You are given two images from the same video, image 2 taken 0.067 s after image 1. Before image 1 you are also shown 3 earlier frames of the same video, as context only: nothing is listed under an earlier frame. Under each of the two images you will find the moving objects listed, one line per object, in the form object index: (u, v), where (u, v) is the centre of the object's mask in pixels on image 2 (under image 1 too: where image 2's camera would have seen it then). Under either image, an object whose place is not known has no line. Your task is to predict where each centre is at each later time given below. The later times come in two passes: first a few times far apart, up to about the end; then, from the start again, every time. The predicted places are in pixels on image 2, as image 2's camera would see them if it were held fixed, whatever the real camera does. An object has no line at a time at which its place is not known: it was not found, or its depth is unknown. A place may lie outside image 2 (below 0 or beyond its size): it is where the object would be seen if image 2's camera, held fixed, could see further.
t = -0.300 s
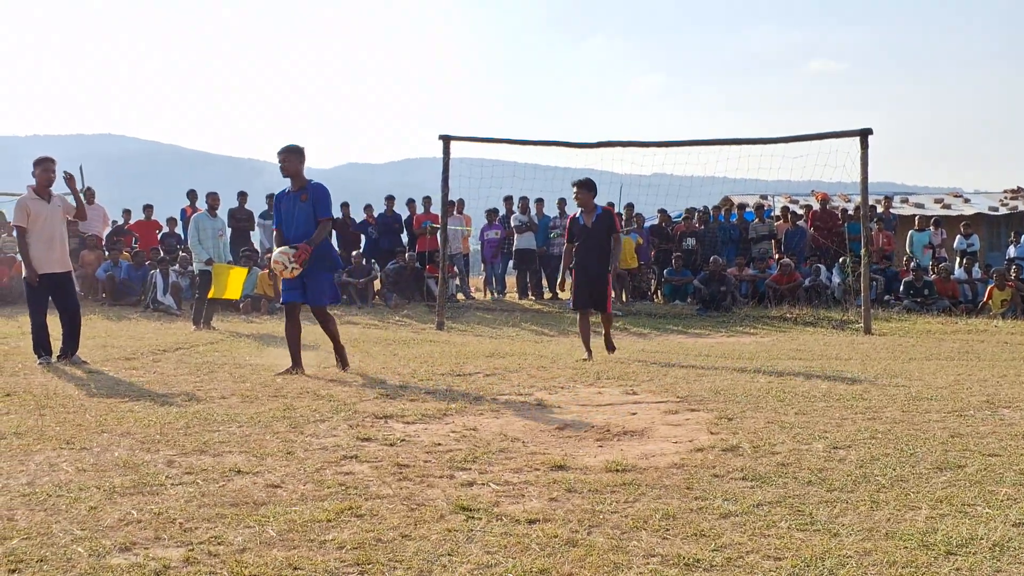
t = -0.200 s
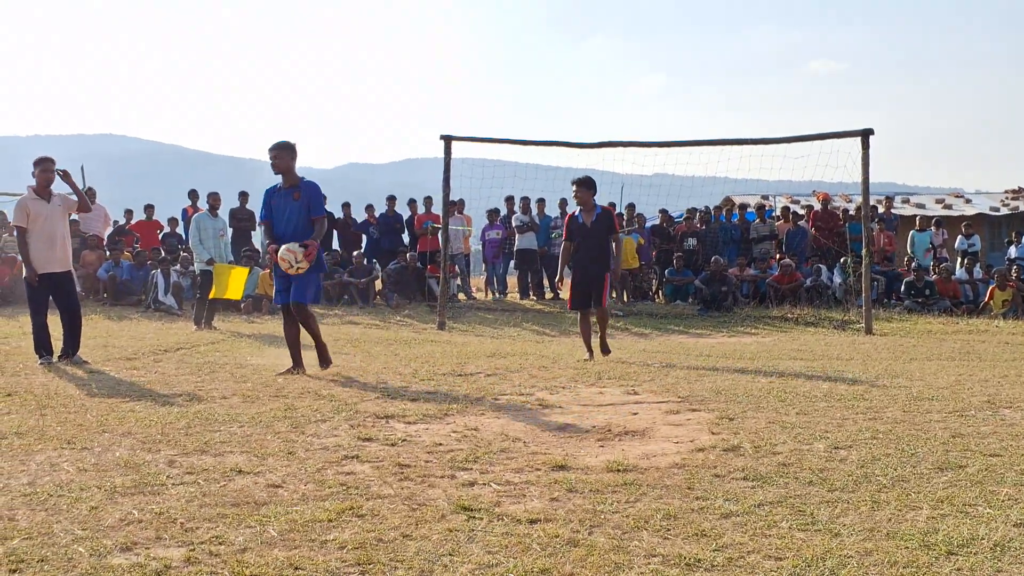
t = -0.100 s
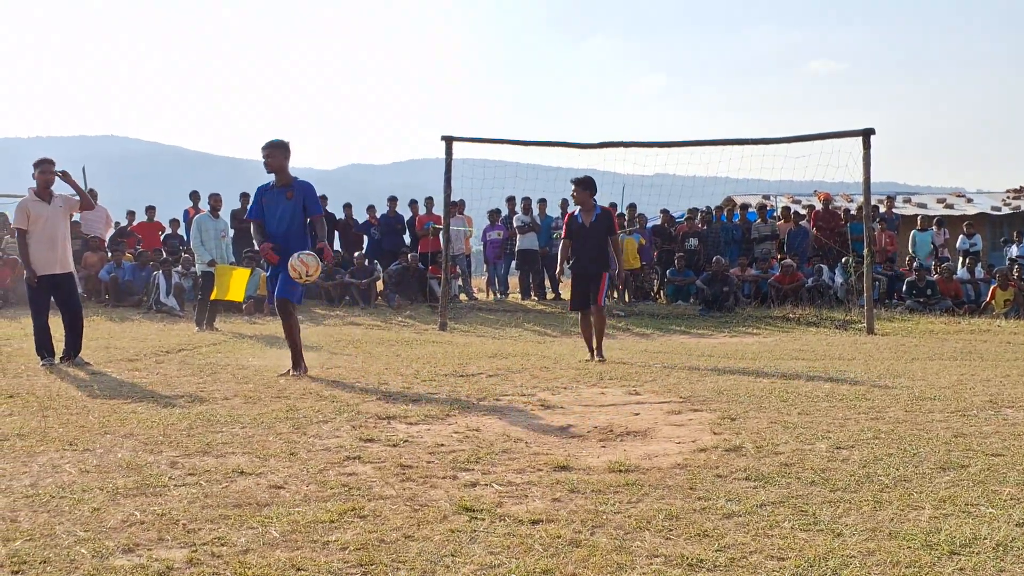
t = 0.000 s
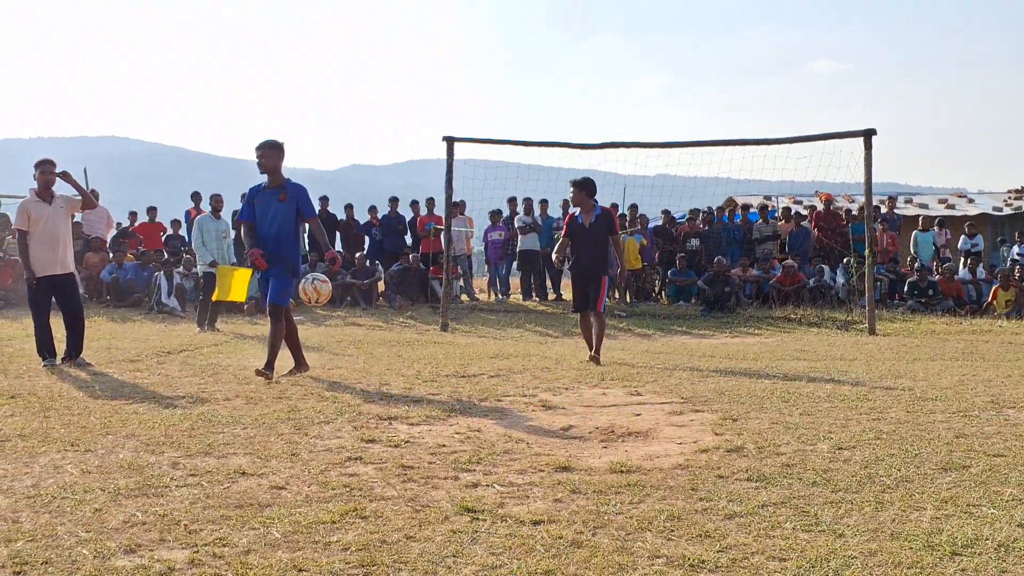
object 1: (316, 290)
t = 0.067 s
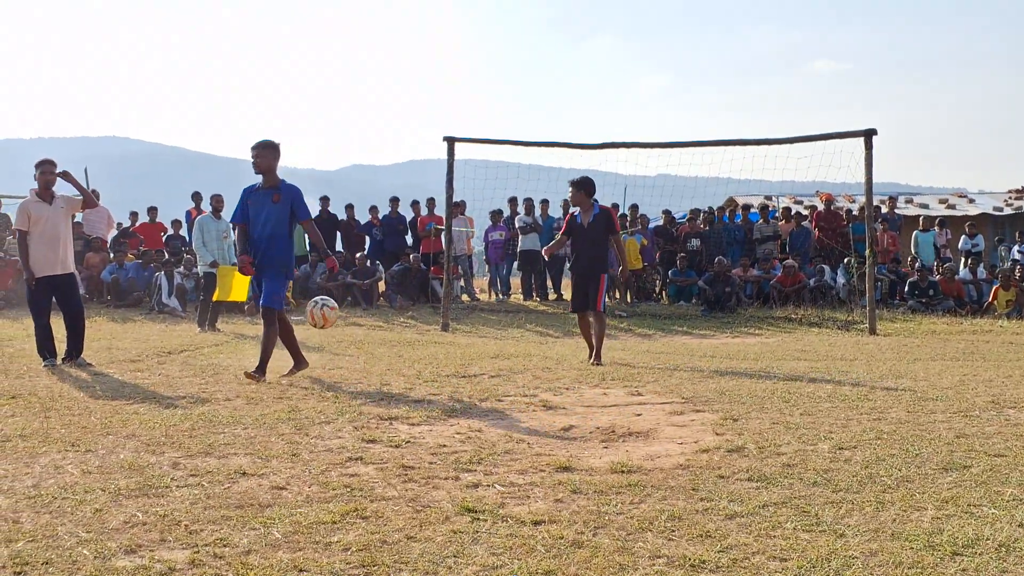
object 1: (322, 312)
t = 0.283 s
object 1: (350, 334)
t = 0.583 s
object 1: (399, 305)
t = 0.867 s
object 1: (449, 356)
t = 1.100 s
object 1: (497, 339)
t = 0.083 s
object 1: (324, 319)
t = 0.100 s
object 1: (325, 327)
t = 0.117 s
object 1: (327, 334)
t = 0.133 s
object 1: (329, 343)
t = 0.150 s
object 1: (330, 351)
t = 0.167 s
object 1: (332, 360)
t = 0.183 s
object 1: (334, 369)
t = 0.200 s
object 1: (336, 366)
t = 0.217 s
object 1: (339, 359)
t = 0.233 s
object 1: (342, 352)
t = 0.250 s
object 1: (345, 346)
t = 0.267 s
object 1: (347, 340)
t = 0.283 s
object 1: (350, 334)
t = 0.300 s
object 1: (353, 329)
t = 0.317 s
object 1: (356, 324)
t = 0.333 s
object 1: (359, 320)
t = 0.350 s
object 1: (361, 316)
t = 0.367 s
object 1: (364, 313)
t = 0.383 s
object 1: (367, 310)
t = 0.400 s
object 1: (370, 307)
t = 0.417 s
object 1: (373, 305)
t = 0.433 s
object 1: (375, 303)
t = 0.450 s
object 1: (378, 302)
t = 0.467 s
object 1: (381, 301)
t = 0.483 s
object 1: (383, 300)
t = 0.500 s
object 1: (386, 299)
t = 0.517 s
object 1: (389, 300)
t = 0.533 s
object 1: (392, 300)
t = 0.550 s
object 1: (394, 302)
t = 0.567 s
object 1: (397, 303)
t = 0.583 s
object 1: (399, 305)
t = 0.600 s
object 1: (402, 307)
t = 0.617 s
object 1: (405, 310)
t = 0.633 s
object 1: (407, 313)
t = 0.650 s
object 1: (410, 315)
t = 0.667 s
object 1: (413, 319)
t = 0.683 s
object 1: (416, 324)
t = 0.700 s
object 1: (419, 329)
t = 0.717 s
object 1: (422, 334)
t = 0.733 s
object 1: (425, 340)
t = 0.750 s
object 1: (428, 346)
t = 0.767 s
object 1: (431, 352)
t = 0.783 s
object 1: (434, 359)
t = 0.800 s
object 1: (437, 367)
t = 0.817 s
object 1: (440, 371)
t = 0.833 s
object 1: (443, 366)
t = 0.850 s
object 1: (446, 361)
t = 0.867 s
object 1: (449, 356)
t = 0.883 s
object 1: (453, 352)
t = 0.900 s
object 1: (456, 349)
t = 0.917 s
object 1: (459, 346)
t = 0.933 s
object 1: (463, 343)
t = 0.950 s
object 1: (467, 340)
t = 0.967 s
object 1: (470, 338)
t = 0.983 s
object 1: (473, 337)
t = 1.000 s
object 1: (477, 336)
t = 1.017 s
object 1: (480, 336)
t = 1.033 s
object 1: (483, 335)
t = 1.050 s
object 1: (487, 336)
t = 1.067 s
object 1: (490, 336)
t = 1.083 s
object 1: (494, 337)
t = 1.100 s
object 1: (497, 339)
